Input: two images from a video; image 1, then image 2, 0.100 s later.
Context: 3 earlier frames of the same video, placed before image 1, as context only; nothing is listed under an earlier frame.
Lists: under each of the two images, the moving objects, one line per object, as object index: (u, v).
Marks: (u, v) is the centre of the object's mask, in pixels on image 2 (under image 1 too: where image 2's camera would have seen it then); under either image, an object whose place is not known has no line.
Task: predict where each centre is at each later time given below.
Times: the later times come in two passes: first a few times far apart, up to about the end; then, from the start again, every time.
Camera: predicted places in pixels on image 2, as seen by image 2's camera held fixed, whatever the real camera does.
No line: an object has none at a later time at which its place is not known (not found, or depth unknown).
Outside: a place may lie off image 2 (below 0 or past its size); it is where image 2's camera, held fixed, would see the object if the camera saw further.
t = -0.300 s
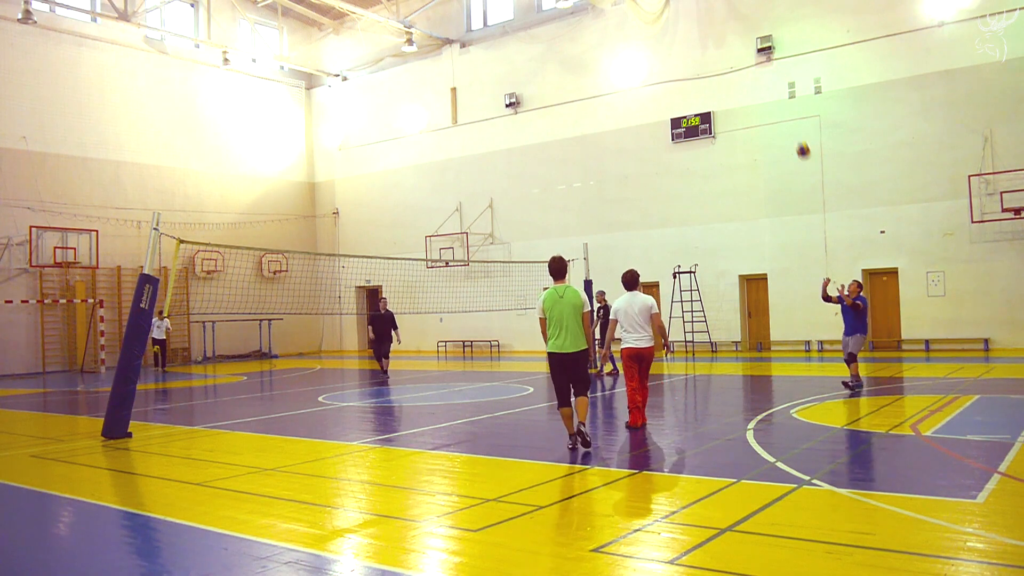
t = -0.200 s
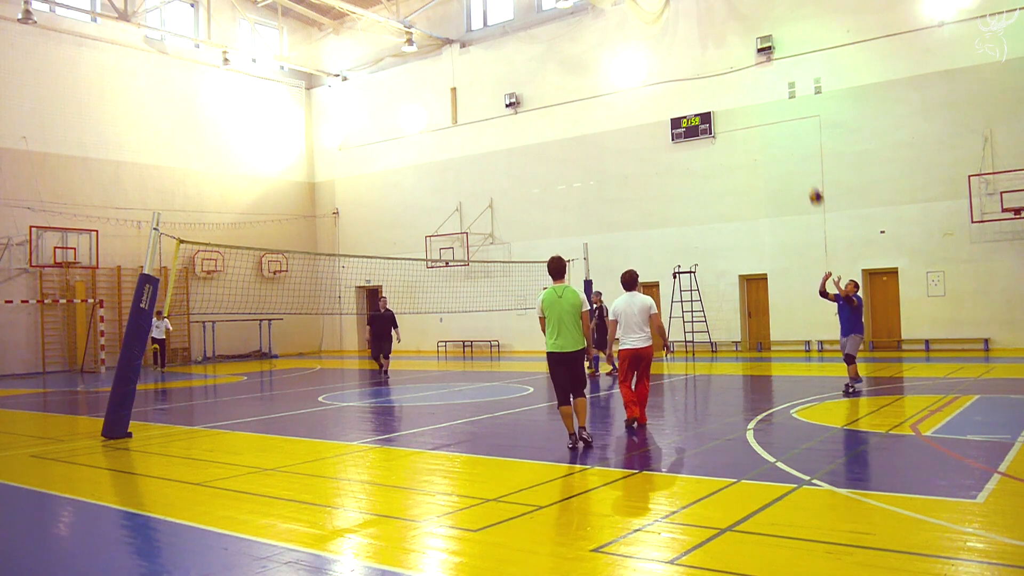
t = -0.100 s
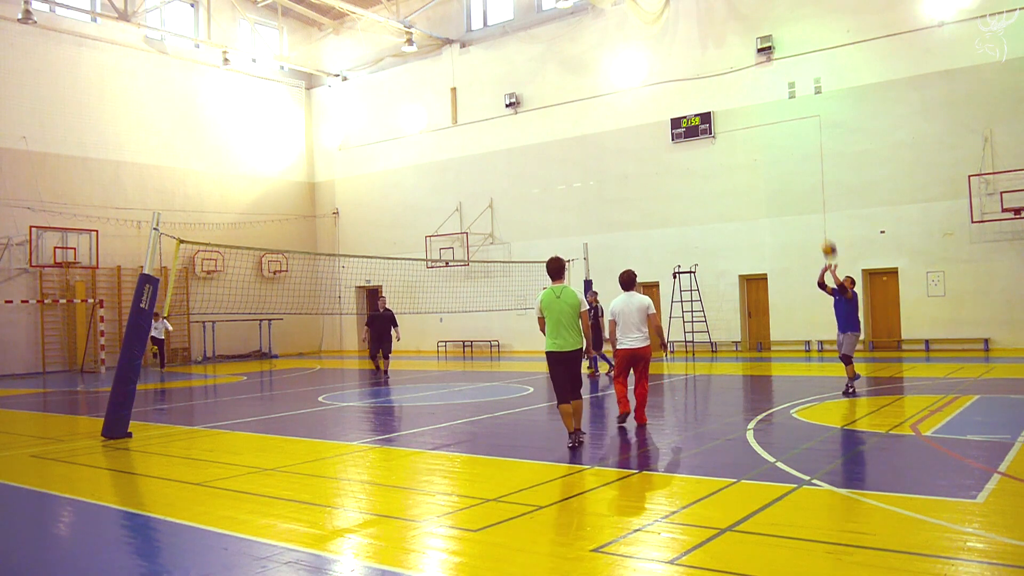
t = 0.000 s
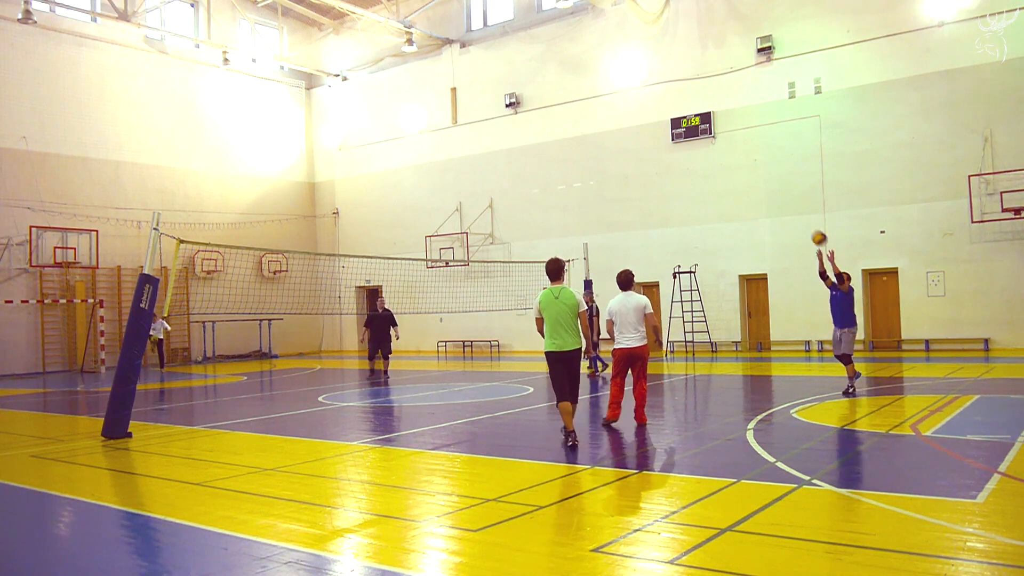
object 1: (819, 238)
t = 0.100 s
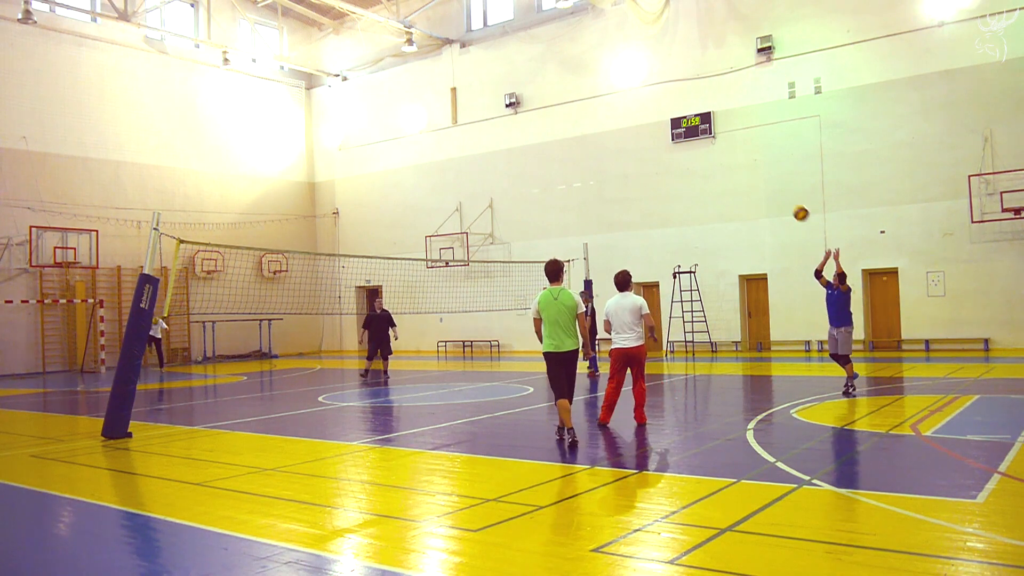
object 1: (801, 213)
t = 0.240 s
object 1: (774, 189)
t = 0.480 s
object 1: (728, 181)
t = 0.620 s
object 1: (700, 197)
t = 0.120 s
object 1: (797, 209)
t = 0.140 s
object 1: (793, 205)
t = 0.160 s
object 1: (790, 201)
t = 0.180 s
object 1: (786, 198)
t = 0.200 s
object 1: (782, 195)
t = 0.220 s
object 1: (778, 192)
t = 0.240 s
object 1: (774, 189)
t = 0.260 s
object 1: (771, 187)
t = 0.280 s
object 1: (767, 185)
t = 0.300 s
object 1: (763, 183)
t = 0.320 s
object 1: (759, 182)
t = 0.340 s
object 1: (755, 180)
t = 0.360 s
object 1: (751, 179)
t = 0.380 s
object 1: (747, 179)
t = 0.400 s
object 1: (743, 179)
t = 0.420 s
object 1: (739, 179)
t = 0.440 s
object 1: (736, 179)
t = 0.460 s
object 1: (732, 180)
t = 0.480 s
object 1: (728, 181)
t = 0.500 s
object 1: (724, 182)
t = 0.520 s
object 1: (720, 184)
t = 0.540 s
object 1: (716, 186)
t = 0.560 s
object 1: (712, 188)
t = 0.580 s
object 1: (708, 191)
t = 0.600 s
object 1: (704, 194)
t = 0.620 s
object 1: (700, 197)
